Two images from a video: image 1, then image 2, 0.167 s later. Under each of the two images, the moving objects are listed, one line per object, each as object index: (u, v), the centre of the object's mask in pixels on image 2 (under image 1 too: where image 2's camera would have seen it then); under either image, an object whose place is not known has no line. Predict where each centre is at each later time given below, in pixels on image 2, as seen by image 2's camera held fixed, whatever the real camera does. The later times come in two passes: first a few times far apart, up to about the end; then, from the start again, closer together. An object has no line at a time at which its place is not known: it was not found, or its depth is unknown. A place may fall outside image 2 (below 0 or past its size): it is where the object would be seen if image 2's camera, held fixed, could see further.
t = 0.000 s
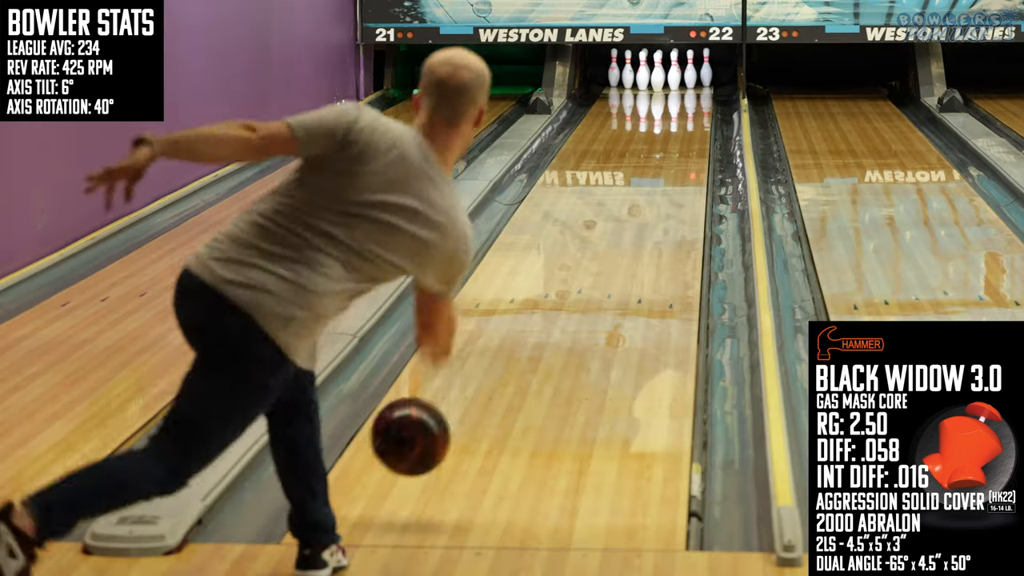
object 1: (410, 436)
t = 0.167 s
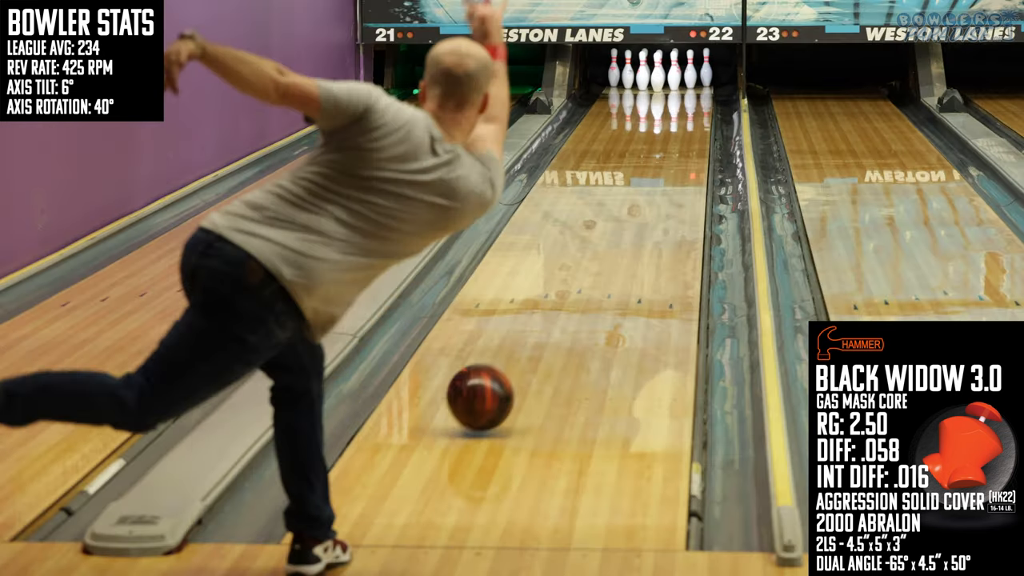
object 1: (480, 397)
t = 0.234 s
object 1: (502, 372)
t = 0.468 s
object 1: (561, 299)
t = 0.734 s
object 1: (607, 240)
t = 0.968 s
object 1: (635, 199)
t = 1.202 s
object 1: (656, 169)
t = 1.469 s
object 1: (673, 142)
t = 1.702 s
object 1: (682, 124)
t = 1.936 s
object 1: (684, 109)
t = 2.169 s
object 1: (681, 96)
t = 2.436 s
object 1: (669, 83)
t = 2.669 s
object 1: (669, 77)
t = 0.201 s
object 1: (491, 382)
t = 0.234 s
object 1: (502, 372)
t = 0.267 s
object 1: (512, 362)
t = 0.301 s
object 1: (521, 350)
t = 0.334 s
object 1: (530, 339)
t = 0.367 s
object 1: (539, 328)
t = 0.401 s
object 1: (547, 318)
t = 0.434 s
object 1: (554, 308)
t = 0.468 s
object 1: (561, 299)
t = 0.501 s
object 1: (568, 291)
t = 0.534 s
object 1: (573, 284)
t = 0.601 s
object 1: (586, 267)
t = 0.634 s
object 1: (592, 260)
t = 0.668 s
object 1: (597, 253)
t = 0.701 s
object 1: (602, 246)
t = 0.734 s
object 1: (607, 240)
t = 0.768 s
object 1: (612, 233)
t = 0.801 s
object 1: (616, 227)
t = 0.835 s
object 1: (620, 221)
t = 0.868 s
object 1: (624, 215)
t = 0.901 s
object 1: (628, 210)
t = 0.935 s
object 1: (632, 204)
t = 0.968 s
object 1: (635, 199)
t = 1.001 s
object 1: (639, 195)
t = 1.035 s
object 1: (642, 190)
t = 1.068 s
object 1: (645, 186)
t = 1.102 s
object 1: (648, 181)
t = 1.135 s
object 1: (651, 177)
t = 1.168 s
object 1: (654, 173)
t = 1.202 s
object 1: (656, 169)
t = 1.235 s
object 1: (659, 165)
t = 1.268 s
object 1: (661, 162)
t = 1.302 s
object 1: (663, 158)
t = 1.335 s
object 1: (665, 155)
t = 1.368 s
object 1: (667, 152)
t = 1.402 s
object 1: (669, 148)
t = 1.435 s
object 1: (671, 145)
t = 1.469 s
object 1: (673, 142)
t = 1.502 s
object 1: (674, 139)
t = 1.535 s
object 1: (676, 137)
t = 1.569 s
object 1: (677, 134)
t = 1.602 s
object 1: (679, 131)
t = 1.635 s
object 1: (680, 129)
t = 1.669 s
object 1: (681, 126)
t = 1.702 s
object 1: (682, 124)
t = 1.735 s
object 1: (683, 121)
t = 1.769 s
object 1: (683, 119)
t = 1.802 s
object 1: (684, 117)
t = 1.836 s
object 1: (684, 115)
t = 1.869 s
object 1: (684, 113)
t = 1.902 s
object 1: (684, 111)
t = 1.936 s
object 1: (684, 109)
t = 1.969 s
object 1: (684, 107)
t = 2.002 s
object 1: (684, 105)
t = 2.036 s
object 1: (684, 103)
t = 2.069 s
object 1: (683, 101)
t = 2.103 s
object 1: (682, 99)
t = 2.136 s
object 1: (681, 98)
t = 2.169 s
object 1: (681, 96)
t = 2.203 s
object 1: (679, 94)
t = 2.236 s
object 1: (678, 92)
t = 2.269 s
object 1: (676, 91)
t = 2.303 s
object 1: (675, 89)
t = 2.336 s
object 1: (674, 88)
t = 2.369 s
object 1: (672, 86)
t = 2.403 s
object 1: (670, 85)
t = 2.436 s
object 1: (669, 83)
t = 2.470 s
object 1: (667, 81)
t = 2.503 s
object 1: (668, 81)
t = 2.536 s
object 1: (668, 80)
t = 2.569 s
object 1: (667, 79)
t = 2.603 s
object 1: (667, 79)
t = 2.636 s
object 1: (668, 78)
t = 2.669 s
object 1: (669, 77)
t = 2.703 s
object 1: (669, 76)
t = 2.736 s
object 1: (669, 77)
